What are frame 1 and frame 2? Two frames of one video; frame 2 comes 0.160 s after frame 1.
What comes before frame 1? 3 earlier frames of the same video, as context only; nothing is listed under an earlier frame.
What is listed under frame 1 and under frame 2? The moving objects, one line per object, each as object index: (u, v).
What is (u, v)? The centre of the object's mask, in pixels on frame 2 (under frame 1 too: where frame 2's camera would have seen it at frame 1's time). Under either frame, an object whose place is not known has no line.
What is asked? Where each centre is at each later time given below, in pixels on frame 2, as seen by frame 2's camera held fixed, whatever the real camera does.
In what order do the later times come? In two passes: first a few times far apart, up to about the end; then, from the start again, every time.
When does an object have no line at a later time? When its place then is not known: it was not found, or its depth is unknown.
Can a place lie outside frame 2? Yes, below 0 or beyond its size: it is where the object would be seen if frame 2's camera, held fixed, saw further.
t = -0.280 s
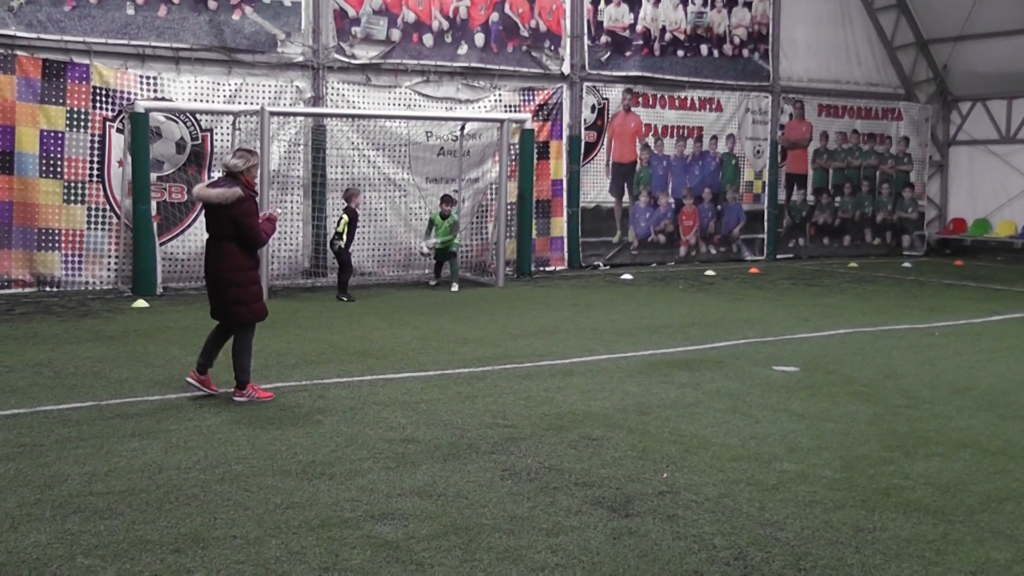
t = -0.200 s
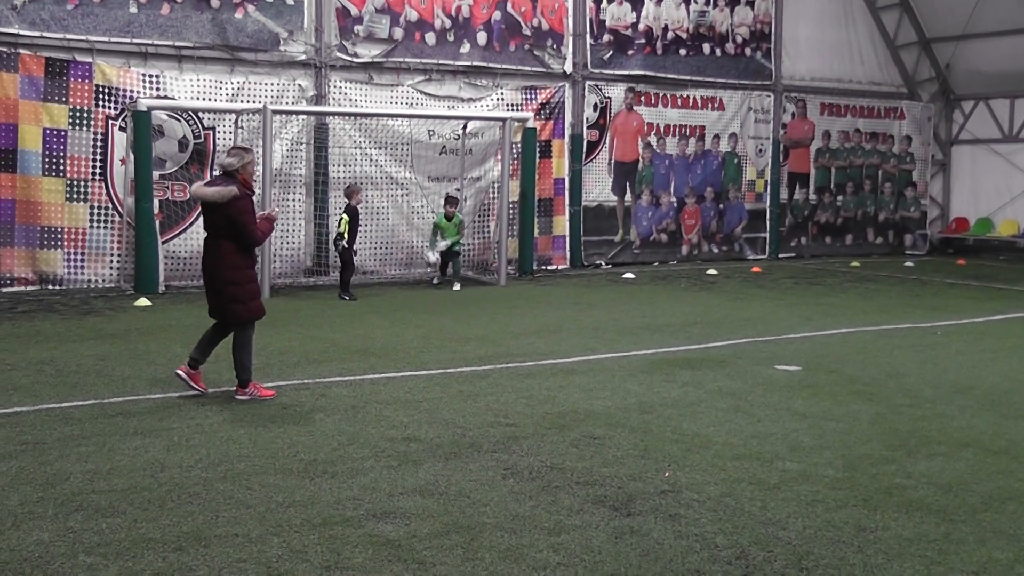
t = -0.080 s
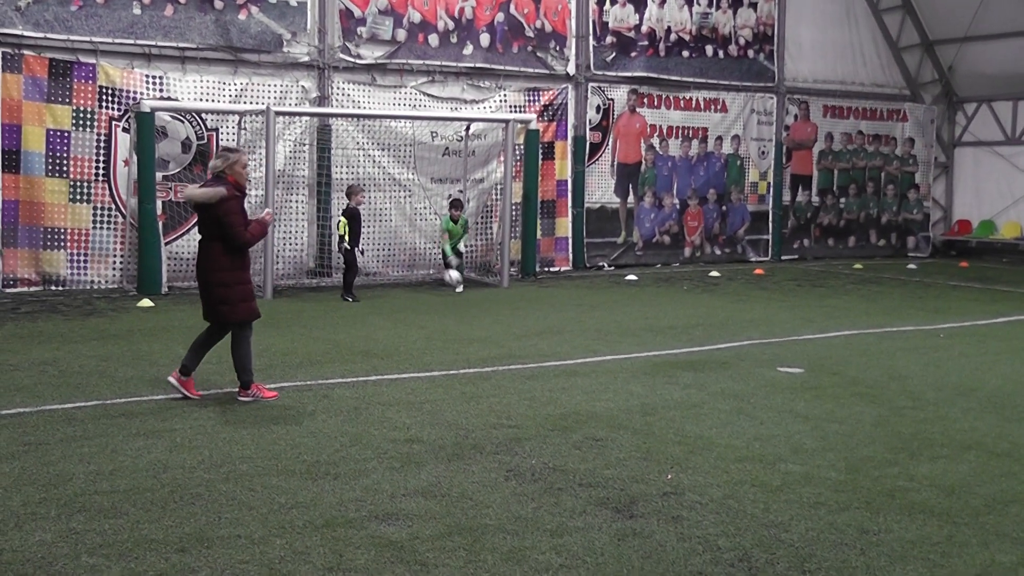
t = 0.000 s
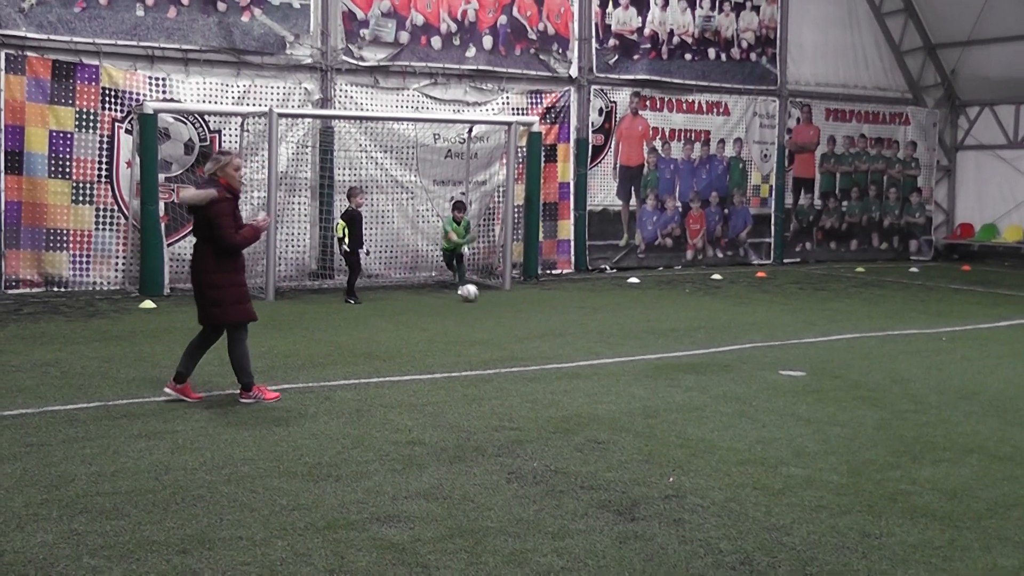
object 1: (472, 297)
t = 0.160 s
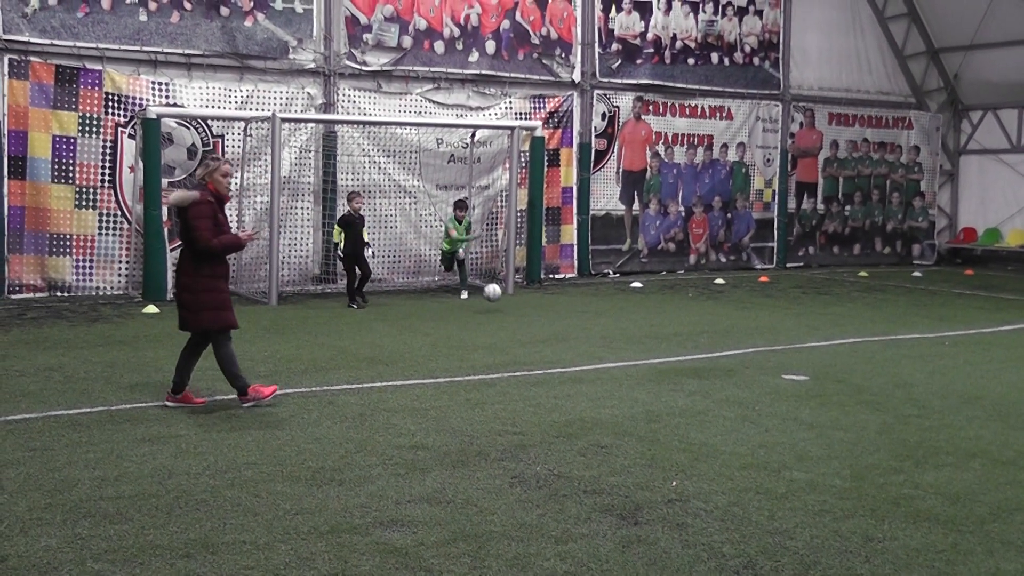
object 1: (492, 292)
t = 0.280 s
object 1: (508, 305)
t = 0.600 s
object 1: (557, 322)
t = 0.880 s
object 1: (606, 338)
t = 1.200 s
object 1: (666, 355)
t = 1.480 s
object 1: (723, 372)
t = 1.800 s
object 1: (793, 402)
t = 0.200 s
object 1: (497, 295)
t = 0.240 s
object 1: (502, 298)
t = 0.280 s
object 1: (508, 305)
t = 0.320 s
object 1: (514, 311)
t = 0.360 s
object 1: (520, 311)
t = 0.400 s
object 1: (526, 310)
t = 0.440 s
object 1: (531, 313)
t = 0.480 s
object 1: (538, 317)
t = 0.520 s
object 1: (544, 321)
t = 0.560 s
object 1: (550, 321)
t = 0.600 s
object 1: (557, 322)
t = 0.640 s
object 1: (563, 325)
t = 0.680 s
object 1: (570, 328)
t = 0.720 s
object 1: (577, 329)
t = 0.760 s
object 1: (584, 331)
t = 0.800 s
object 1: (591, 333)
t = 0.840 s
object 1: (599, 335)
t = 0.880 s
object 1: (606, 338)
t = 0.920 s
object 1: (614, 339)
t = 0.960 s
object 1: (621, 341)
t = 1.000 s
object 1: (628, 344)
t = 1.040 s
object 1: (636, 347)
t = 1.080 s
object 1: (643, 349)
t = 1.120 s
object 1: (651, 351)
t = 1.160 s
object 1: (659, 352)
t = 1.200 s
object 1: (666, 355)
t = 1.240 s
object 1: (674, 357)
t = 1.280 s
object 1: (683, 357)
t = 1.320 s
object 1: (691, 360)
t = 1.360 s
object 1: (699, 363)
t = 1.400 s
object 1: (708, 368)
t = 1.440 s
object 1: (715, 370)
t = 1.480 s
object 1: (723, 372)
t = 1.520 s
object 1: (731, 374)
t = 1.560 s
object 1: (740, 380)
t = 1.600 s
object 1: (749, 385)
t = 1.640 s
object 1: (758, 387)
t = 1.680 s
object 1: (766, 391)
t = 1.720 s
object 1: (775, 395)
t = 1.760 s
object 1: (784, 399)
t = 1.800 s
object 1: (793, 402)
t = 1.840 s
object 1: (803, 407)
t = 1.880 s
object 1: (812, 412)
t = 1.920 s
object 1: (822, 415)
